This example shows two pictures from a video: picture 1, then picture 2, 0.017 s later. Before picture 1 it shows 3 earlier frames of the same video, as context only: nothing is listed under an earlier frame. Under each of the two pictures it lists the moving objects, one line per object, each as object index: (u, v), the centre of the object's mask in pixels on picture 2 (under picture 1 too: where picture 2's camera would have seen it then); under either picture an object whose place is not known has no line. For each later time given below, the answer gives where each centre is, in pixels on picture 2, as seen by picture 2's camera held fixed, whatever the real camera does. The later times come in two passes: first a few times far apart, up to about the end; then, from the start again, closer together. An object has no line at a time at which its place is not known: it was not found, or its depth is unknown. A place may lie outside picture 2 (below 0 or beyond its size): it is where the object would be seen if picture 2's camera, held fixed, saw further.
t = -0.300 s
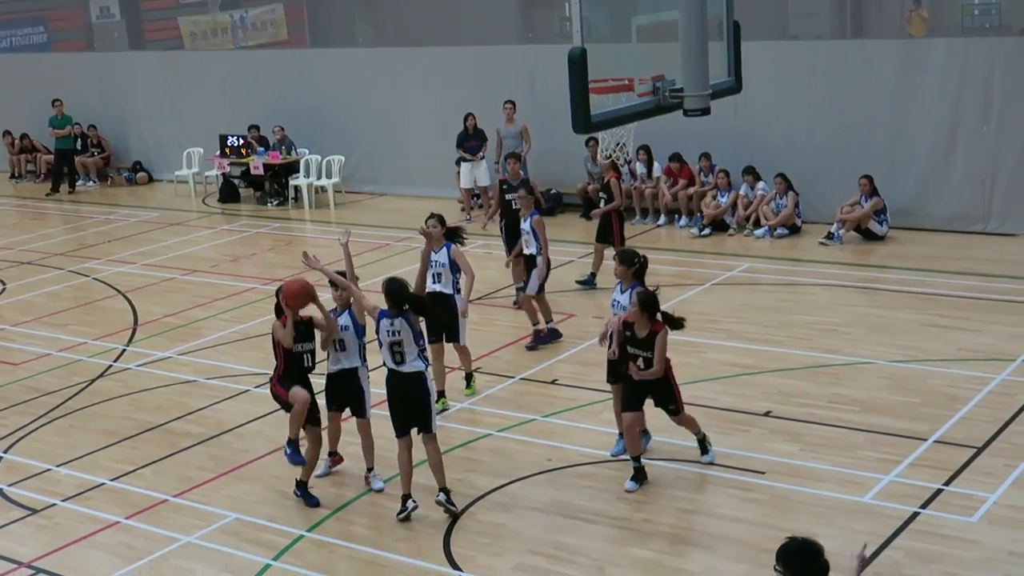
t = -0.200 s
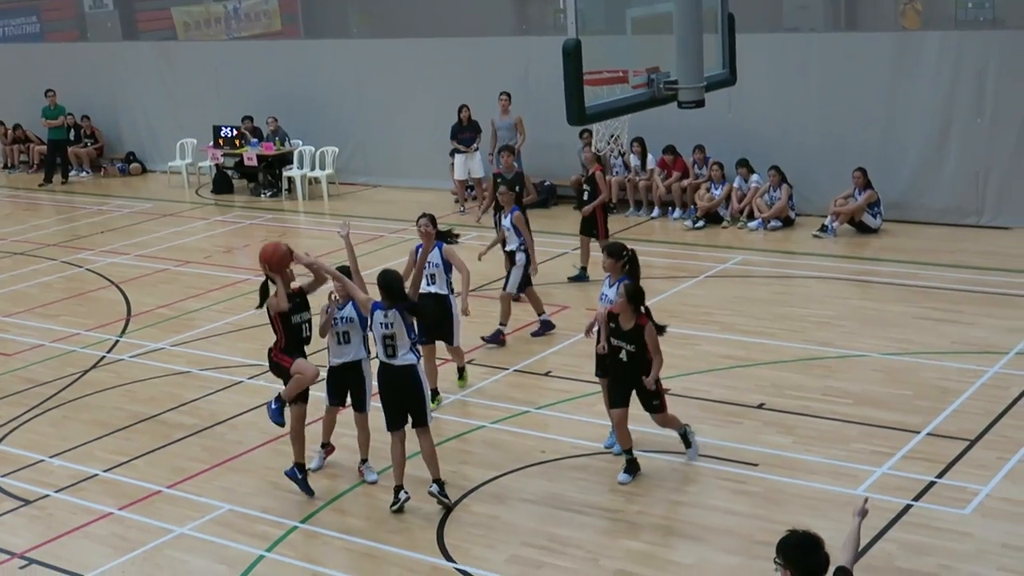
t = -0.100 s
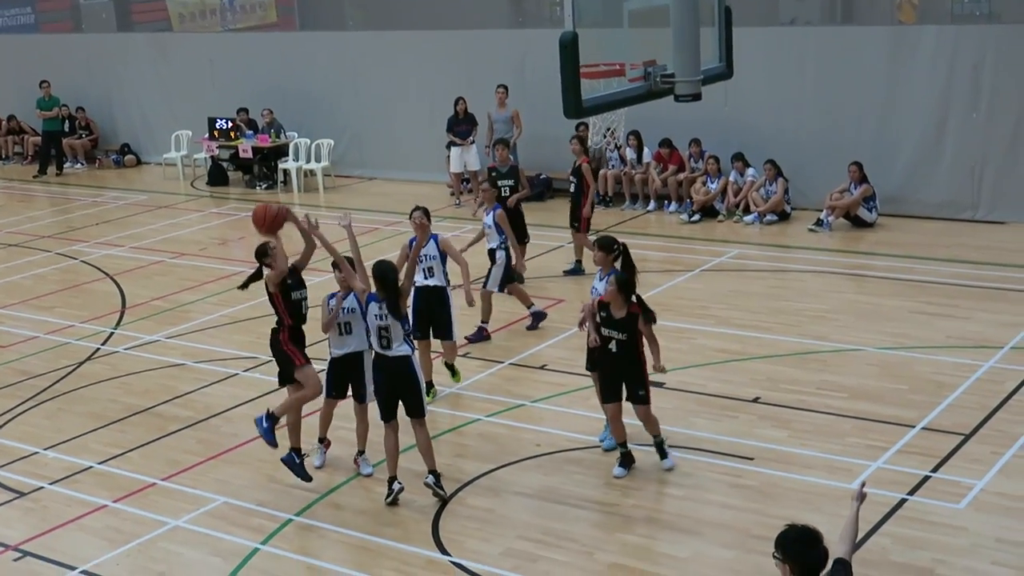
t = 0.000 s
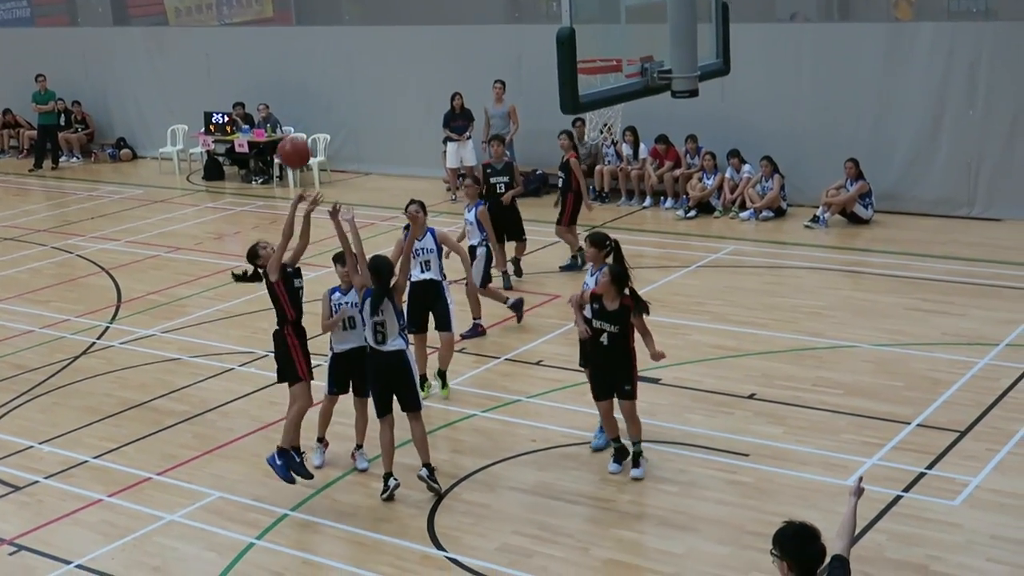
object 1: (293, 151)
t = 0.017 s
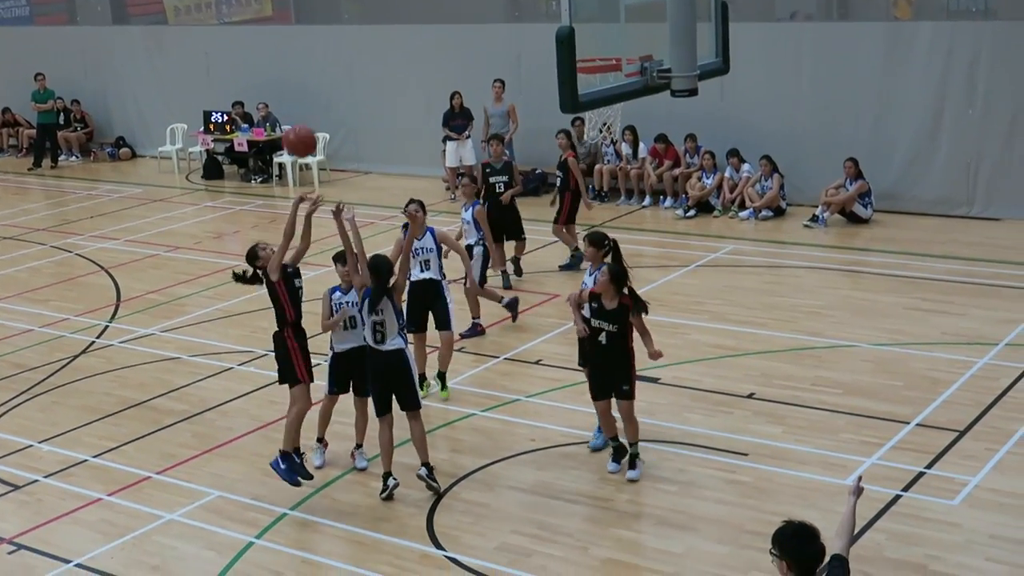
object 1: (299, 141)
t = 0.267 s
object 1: (412, 24)
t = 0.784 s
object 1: (585, 50)
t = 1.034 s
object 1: (599, 113)
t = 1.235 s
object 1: (580, 154)
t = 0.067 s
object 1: (321, 111)
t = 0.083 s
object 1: (328, 102)
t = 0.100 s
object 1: (335, 93)
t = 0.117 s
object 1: (342, 84)
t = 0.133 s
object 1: (350, 76)
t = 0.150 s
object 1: (357, 68)
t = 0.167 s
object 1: (365, 60)
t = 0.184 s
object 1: (373, 53)
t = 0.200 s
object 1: (380, 46)
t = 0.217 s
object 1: (388, 40)
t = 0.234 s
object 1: (396, 34)
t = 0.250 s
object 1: (405, 27)
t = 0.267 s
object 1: (412, 24)
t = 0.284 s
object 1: (421, 22)
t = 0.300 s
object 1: (429, 20)
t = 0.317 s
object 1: (437, 18)
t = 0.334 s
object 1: (446, 16)
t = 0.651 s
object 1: (617, 18)
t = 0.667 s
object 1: (613, 20)
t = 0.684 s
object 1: (606, 23)
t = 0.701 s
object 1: (603, 26)
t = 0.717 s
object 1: (598, 31)
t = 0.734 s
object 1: (593, 36)
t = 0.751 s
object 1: (590, 42)
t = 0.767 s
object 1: (588, 46)
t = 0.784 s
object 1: (585, 50)
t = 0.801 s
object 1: (584, 54)
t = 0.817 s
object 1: (586, 54)
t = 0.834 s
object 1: (590, 54)
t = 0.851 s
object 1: (593, 55)
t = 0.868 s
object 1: (600, 55)
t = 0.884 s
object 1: (606, 64)
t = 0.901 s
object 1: (608, 66)
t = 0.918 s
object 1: (608, 68)
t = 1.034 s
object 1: (599, 113)
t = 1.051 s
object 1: (597, 116)
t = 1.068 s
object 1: (595, 118)
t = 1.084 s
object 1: (592, 120)
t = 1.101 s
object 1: (590, 120)
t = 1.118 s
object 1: (588, 123)
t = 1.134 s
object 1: (587, 125)
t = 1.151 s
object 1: (585, 129)
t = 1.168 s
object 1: (584, 138)
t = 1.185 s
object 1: (582, 142)
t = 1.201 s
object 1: (582, 145)
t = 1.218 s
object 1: (581, 149)
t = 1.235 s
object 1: (580, 154)
